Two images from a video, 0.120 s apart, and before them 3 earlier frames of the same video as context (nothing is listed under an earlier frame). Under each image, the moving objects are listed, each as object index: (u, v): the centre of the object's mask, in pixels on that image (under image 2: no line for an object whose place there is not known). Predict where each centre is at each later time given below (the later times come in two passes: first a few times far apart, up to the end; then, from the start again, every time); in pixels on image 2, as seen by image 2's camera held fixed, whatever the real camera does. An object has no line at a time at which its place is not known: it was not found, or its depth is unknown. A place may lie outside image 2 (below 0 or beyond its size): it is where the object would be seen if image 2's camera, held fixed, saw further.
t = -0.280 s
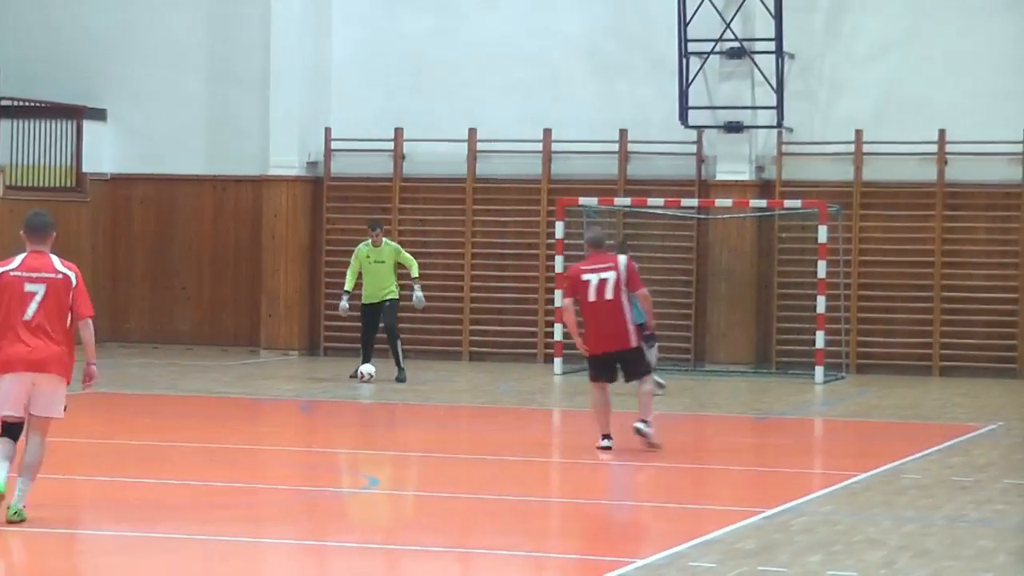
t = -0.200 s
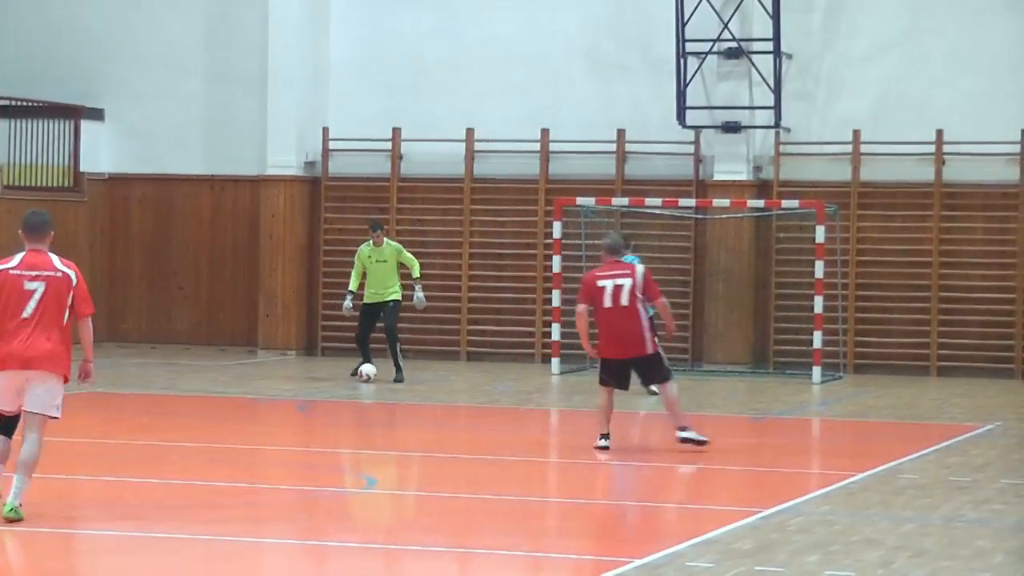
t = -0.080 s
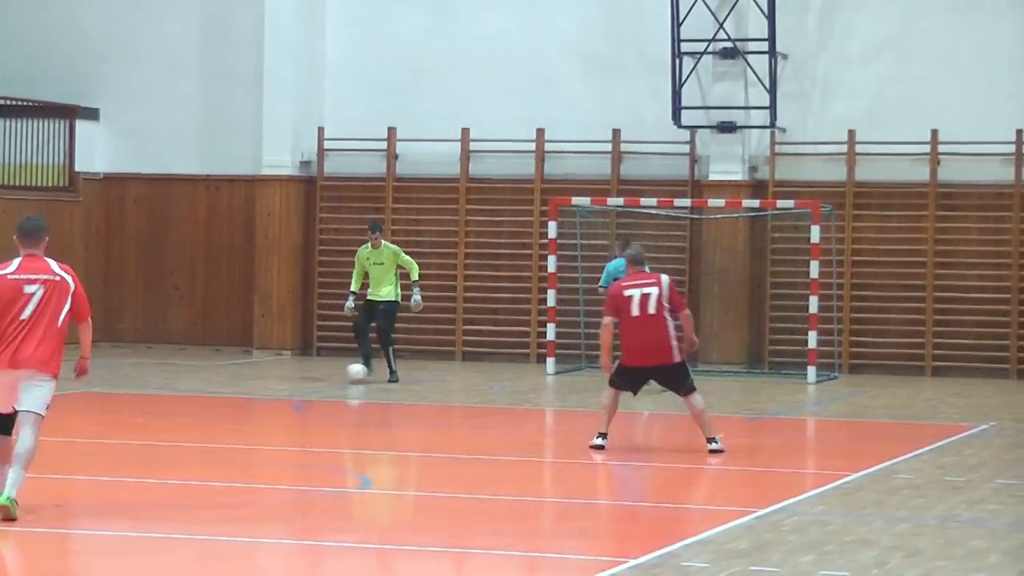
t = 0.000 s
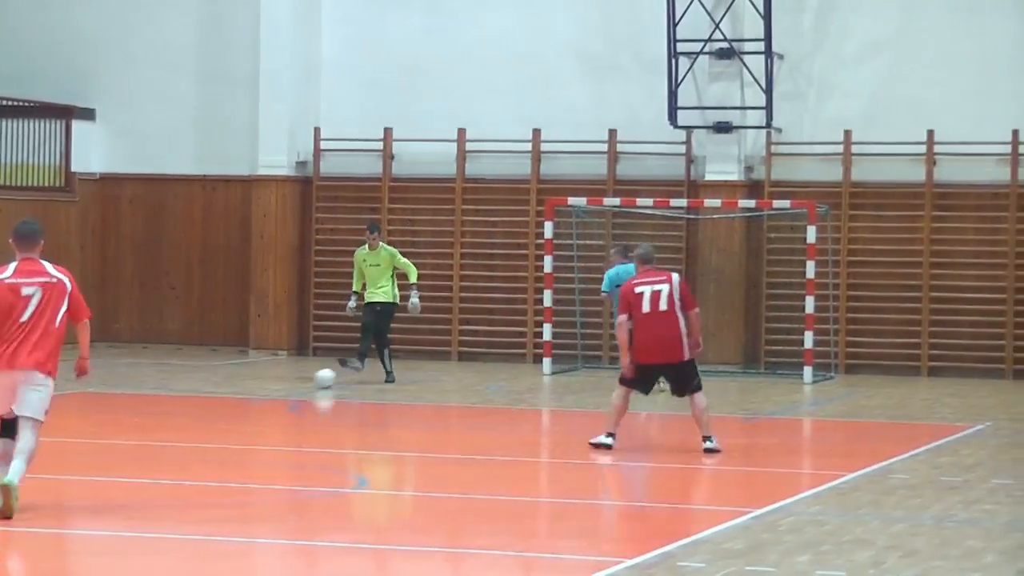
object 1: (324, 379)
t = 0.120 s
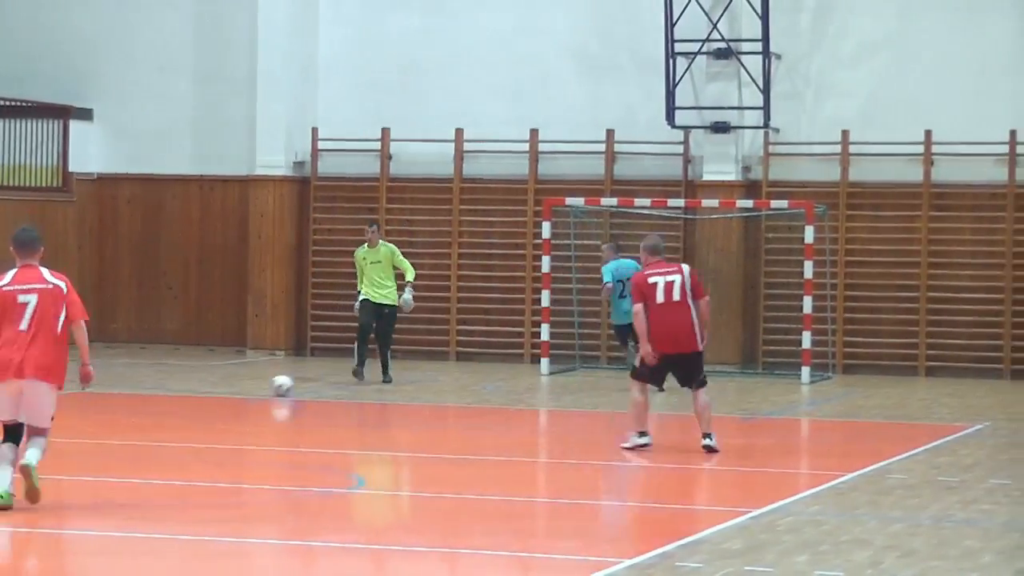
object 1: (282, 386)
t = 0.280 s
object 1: (224, 393)
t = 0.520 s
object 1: (133, 407)
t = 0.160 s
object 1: (268, 386)
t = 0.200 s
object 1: (253, 390)
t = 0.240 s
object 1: (239, 391)
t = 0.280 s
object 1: (224, 393)
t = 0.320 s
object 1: (209, 396)
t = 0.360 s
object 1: (195, 397)
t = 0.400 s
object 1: (180, 401)
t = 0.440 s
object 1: (164, 403)
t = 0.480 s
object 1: (148, 406)
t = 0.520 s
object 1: (133, 407)
